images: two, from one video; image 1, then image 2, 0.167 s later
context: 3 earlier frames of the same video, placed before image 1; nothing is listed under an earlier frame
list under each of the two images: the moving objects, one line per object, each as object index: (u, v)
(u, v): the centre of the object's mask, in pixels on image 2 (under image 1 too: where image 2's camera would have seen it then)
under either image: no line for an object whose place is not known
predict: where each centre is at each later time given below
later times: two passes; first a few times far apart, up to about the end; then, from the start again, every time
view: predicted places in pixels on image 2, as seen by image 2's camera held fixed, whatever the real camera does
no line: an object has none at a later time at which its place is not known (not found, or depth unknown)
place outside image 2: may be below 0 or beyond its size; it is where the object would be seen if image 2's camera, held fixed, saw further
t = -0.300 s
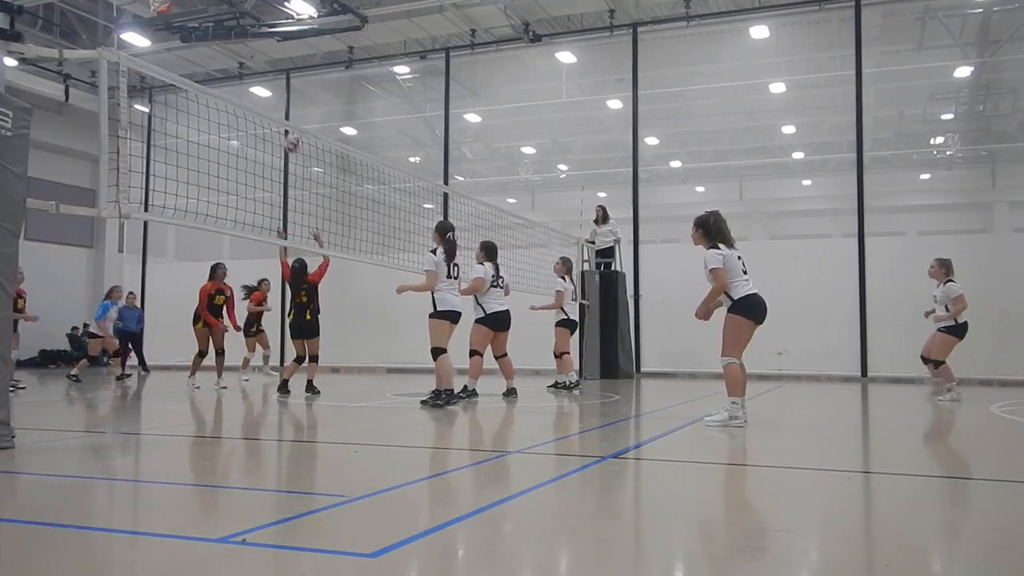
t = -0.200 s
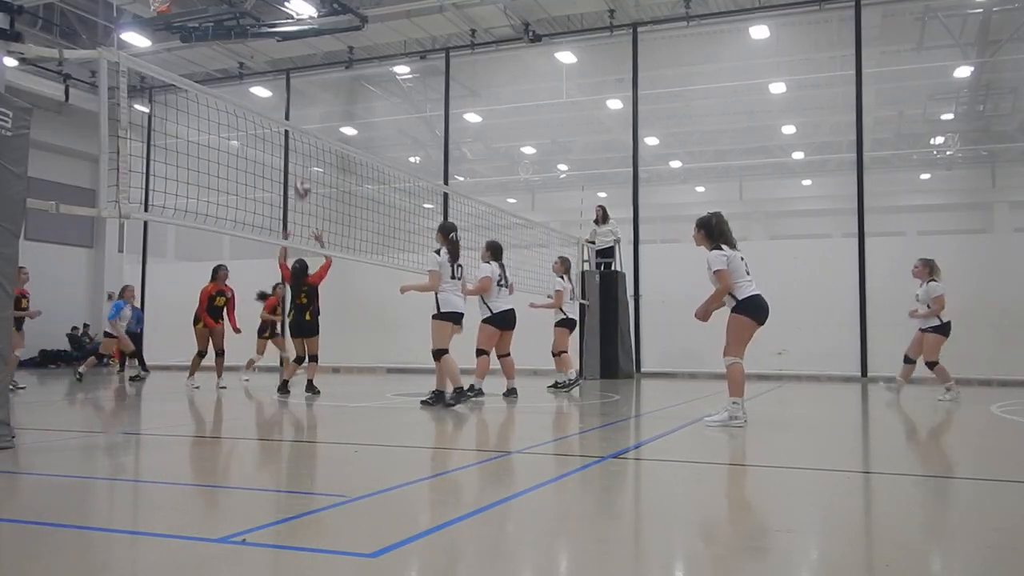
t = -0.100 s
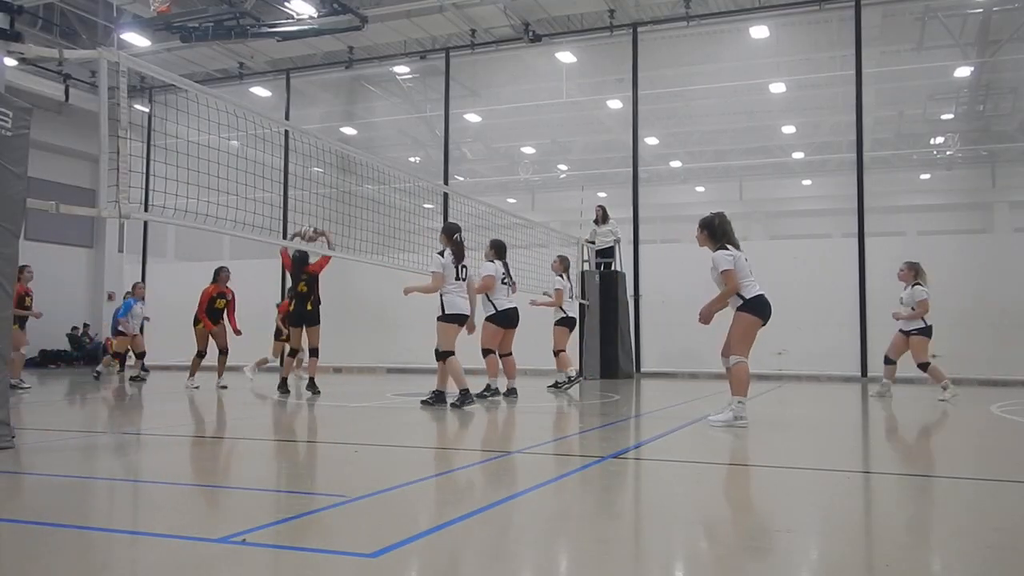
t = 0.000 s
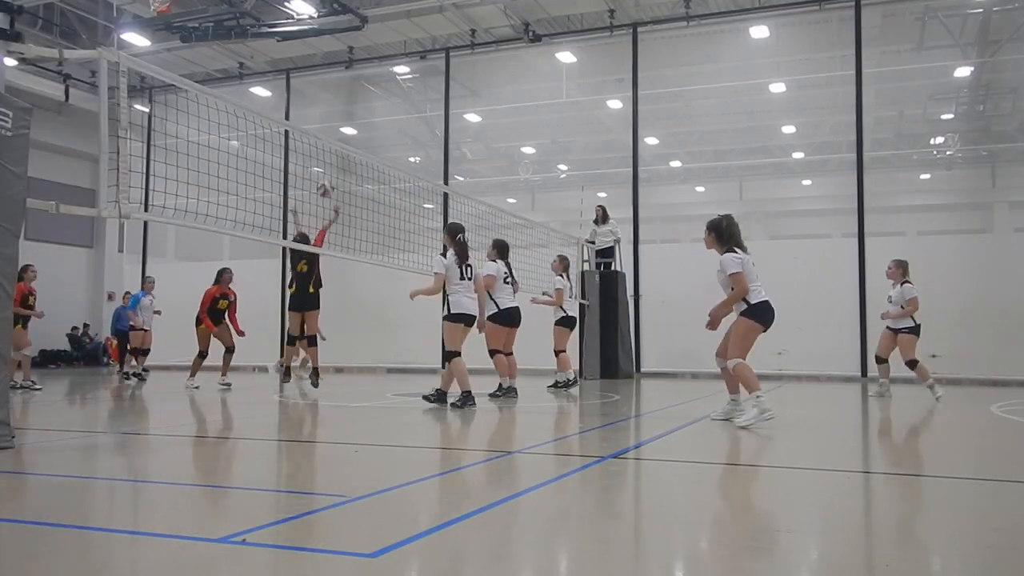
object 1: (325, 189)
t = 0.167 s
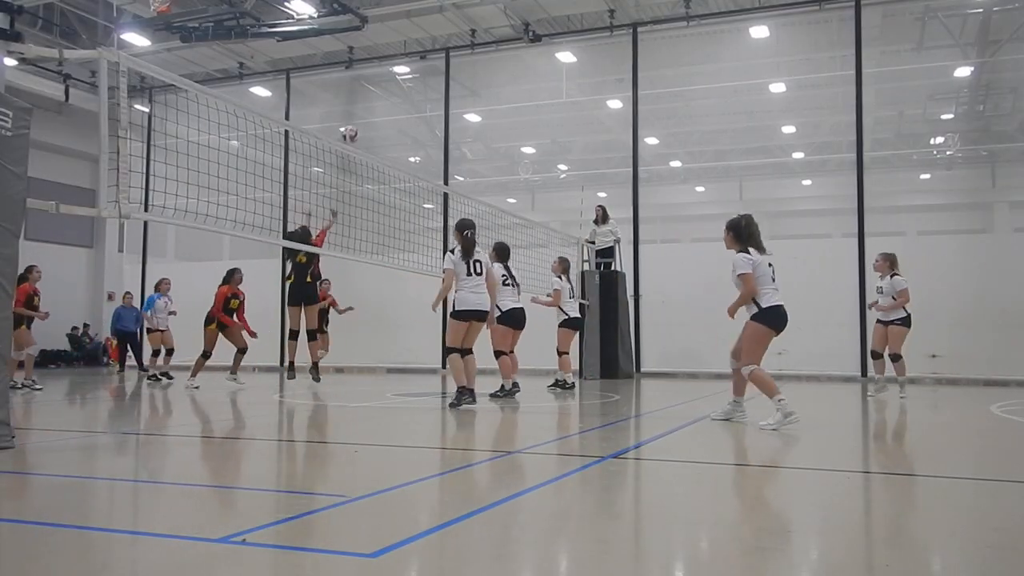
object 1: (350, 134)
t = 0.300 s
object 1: (367, 109)
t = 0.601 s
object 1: (398, 107)
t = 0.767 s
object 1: (412, 132)
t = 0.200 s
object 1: (355, 127)
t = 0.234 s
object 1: (359, 120)
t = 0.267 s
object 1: (363, 114)
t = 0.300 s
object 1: (367, 109)
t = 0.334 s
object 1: (371, 106)
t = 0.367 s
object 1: (374, 103)
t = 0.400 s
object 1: (378, 101)
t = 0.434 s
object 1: (382, 100)
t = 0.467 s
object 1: (385, 100)
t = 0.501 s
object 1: (388, 101)
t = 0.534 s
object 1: (392, 102)
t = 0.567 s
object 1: (395, 104)
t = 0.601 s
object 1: (398, 107)
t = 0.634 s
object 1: (401, 111)
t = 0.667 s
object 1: (404, 115)
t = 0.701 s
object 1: (407, 120)
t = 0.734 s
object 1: (410, 126)
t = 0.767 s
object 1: (412, 132)
